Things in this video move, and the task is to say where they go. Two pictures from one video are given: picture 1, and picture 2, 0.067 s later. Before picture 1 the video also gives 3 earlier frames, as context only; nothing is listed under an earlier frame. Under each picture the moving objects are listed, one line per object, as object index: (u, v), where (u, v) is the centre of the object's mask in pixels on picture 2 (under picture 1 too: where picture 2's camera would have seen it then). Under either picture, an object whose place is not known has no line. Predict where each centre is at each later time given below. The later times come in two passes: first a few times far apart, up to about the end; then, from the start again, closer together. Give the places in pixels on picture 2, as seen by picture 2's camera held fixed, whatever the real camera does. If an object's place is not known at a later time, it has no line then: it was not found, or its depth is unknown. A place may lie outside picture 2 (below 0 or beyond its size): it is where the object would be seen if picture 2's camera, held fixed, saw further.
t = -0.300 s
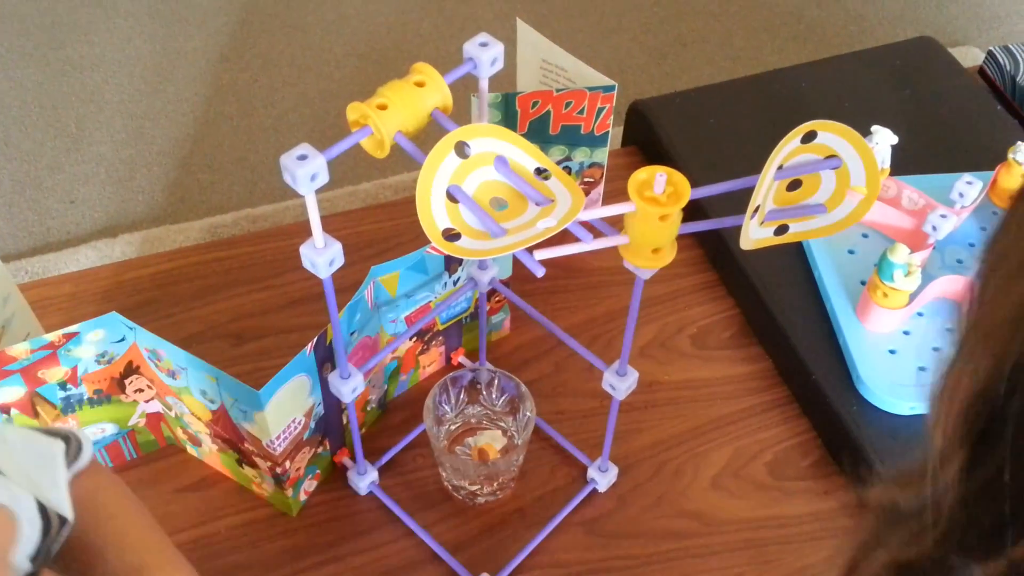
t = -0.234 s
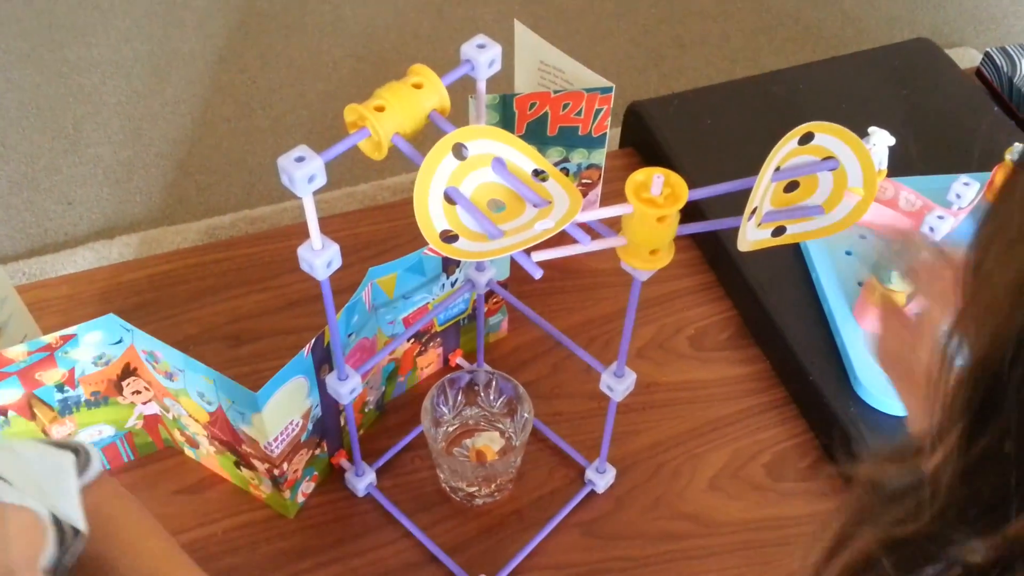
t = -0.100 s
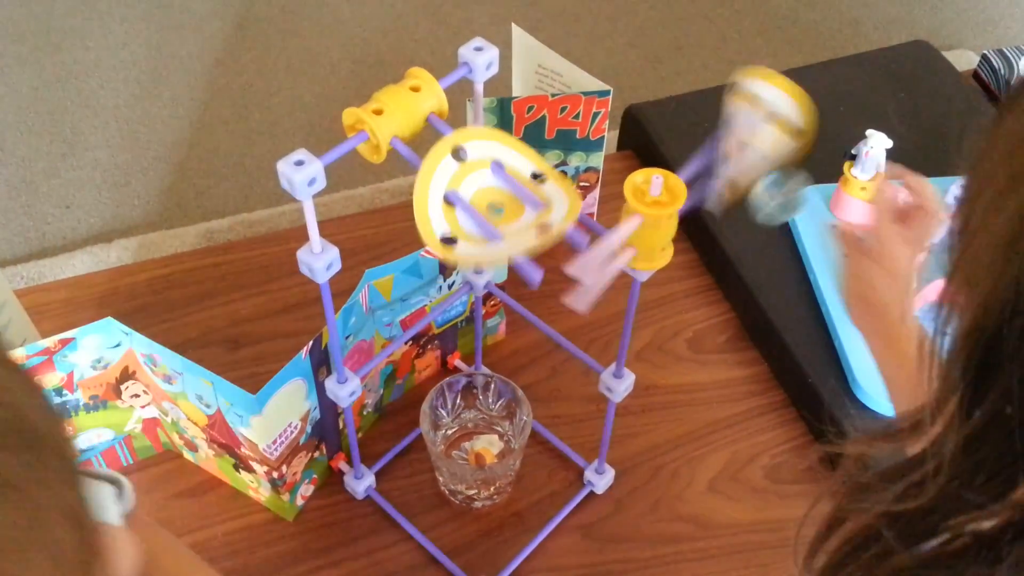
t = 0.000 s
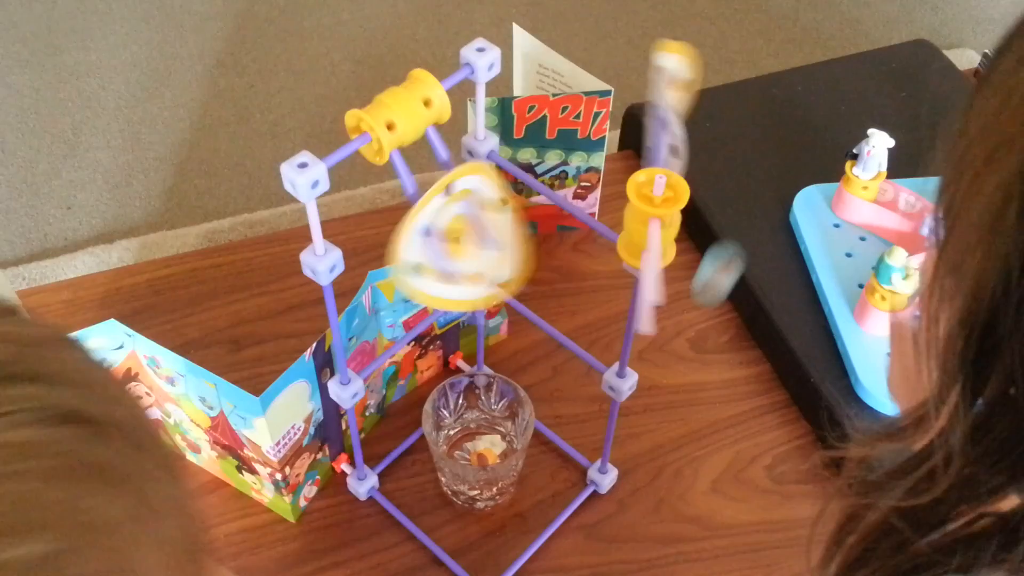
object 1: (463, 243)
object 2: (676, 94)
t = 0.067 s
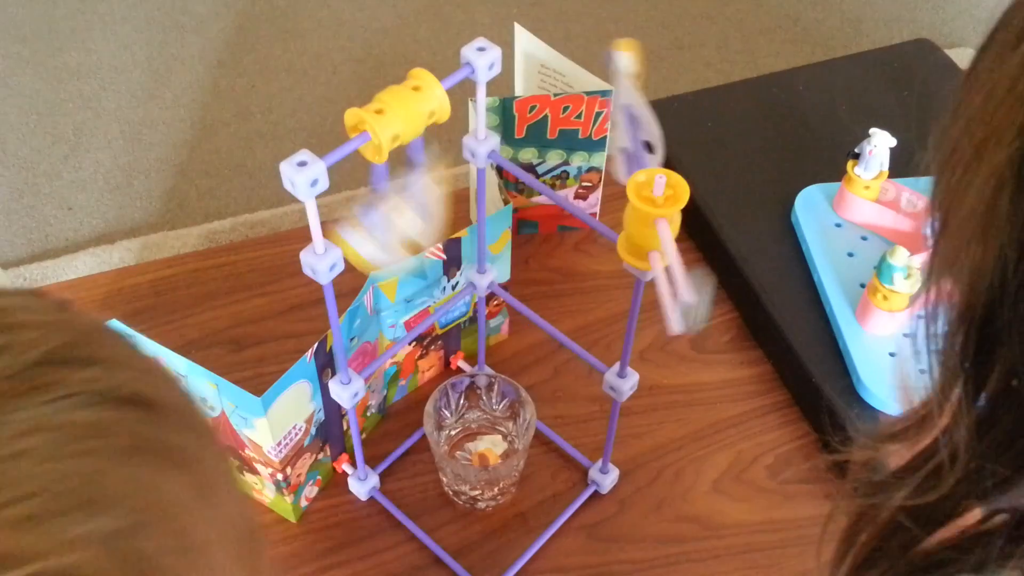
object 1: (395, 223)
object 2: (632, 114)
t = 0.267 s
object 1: (331, 115)
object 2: (583, 134)
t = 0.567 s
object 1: (471, 241)
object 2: (579, 136)
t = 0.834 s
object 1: (361, 191)
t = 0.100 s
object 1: (366, 196)
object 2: (619, 120)
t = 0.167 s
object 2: (599, 126)
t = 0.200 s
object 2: (592, 129)
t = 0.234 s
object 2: (587, 132)
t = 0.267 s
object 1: (331, 115)
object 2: (583, 134)
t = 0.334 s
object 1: (360, 190)
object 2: (578, 135)
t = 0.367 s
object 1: (388, 212)
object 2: (578, 136)
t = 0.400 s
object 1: (415, 236)
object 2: (579, 135)
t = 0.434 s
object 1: (441, 244)
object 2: (579, 135)
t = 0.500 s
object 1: (470, 241)
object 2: (579, 136)
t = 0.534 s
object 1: (473, 240)
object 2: (579, 136)
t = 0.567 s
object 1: (471, 241)
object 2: (579, 136)
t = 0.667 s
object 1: (439, 242)
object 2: (579, 136)
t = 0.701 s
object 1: (423, 236)
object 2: (579, 135)
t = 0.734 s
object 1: (403, 227)
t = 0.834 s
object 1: (361, 191)
